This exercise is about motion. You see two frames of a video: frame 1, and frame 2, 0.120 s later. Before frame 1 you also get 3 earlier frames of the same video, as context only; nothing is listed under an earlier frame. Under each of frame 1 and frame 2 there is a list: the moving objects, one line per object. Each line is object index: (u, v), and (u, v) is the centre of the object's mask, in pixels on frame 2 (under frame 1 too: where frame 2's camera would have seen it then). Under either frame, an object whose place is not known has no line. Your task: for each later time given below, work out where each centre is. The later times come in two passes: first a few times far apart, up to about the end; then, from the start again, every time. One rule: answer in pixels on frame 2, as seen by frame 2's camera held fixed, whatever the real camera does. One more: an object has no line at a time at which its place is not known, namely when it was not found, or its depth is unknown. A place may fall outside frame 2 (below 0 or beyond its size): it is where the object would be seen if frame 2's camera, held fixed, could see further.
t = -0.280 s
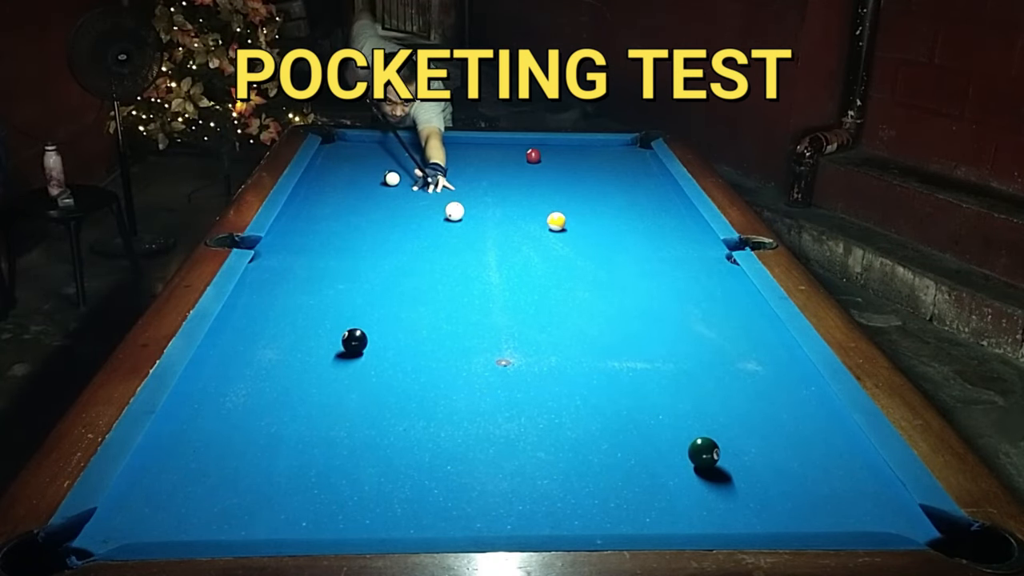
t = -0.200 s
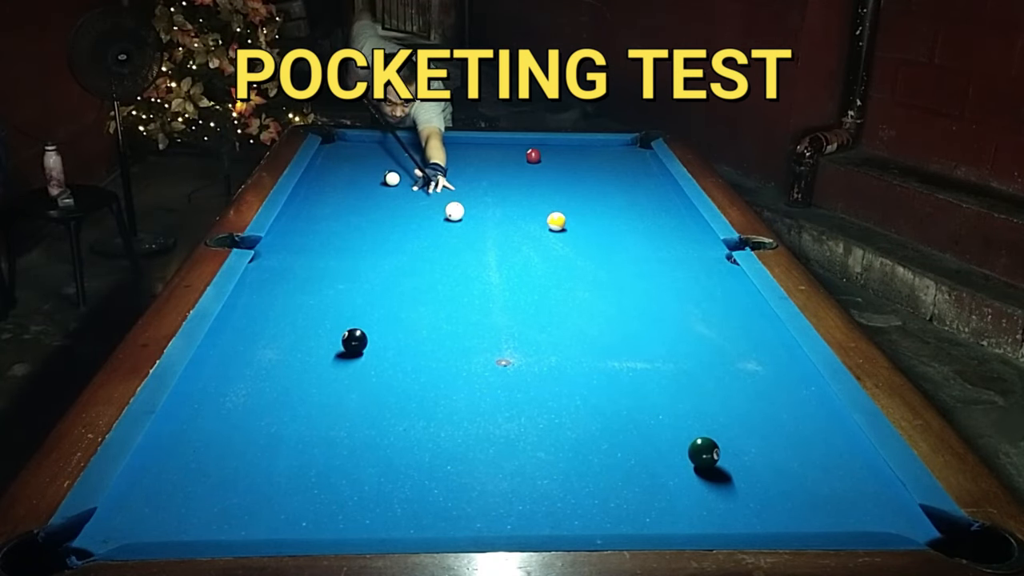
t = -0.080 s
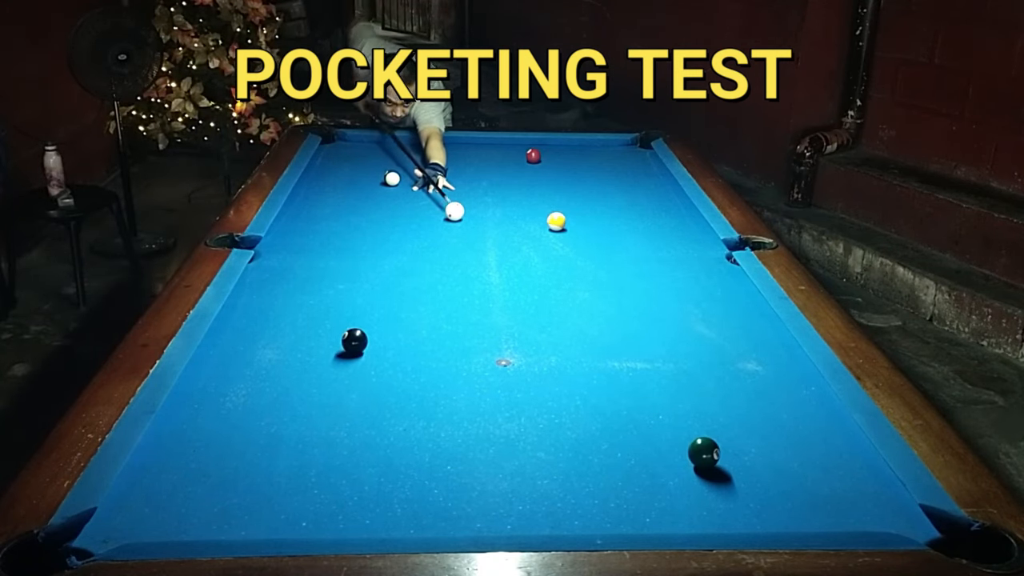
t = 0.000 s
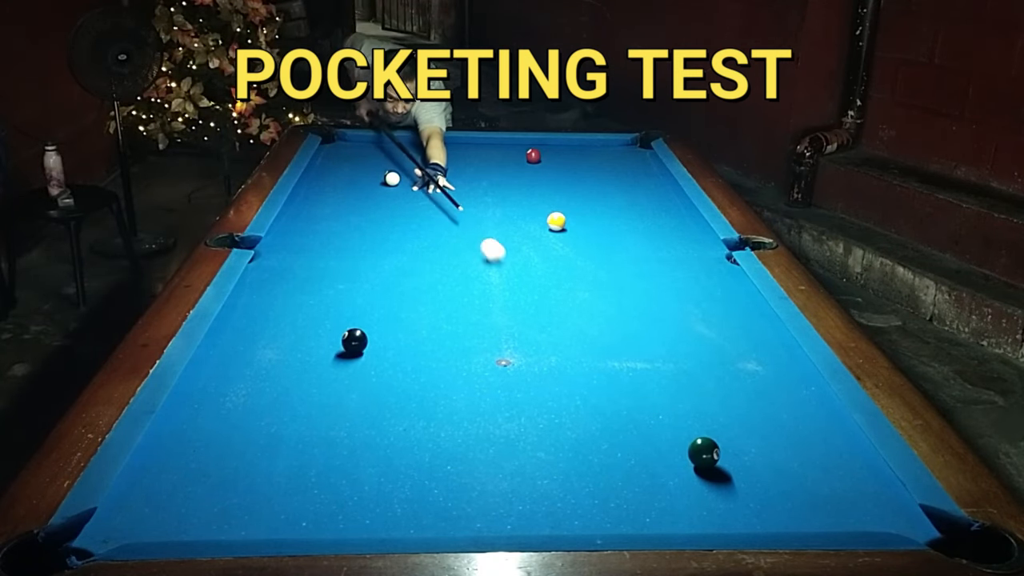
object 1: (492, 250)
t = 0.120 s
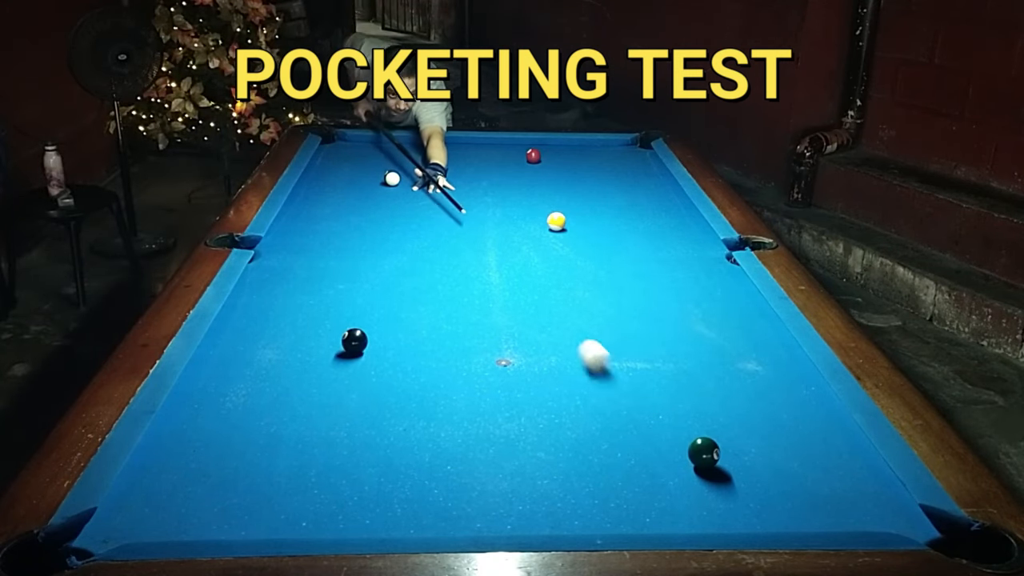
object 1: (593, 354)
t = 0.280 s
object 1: (627, 515)
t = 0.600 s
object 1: (542, 386)
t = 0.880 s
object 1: (499, 316)
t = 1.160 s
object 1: (471, 268)
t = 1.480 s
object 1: (448, 231)
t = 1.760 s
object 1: (435, 206)
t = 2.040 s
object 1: (426, 189)
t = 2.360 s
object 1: (421, 174)
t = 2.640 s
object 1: (419, 165)
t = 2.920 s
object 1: (421, 159)
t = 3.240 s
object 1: (423, 155)
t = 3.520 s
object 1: (424, 154)
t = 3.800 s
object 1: (424, 154)
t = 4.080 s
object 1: (424, 154)
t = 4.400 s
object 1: (425, 154)
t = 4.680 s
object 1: (425, 154)
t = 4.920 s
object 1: (425, 154)
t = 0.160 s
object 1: (656, 421)
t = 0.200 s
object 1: (661, 455)
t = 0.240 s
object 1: (642, 482)
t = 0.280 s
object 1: (627, 515)
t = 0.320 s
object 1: (606, 497)
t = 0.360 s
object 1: (596, 479)
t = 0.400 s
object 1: (587, 463)
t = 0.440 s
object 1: (574, 441)
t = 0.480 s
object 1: (566, 428)
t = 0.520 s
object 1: (559, 415)
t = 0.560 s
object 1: (552, 403)
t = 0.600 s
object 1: (542, 386)
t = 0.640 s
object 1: (535, 375)
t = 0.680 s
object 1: (529, 365)
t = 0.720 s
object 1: (521, 351)
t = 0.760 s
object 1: (516, 343)
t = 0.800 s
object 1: (511, 334)
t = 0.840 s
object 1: (506, 327)
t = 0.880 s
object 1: (499, 316)
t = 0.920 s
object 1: (495, 309)
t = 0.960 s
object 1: (491, 302)
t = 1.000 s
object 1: (487, 296)
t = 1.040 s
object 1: (482, 287)
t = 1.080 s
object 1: (478, 281)
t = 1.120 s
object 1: (475, 276)
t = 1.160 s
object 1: (471, 268)
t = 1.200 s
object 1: (468, 263)
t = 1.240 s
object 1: (465, 259)
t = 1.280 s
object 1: (462, 254)
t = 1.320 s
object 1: (458, 248)
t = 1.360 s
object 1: (456, 244)
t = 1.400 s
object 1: (453, 240)
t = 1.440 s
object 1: (450, 234)
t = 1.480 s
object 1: (448, 231)
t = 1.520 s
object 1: (446, 227)
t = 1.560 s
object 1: (444, 224)
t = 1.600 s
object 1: (442, 219)
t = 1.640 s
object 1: (440, 216)
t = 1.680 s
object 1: (439, 213)
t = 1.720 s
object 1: (436, 209)
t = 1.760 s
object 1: (435, 206)
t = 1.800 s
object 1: (433, 204)
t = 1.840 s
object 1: (432, 201)
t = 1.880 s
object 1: (431, 198)
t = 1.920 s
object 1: (429, 196)
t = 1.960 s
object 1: (429, 194)
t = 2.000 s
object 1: (428, 191)
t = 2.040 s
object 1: (426, 189)
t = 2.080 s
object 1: (425, 187)
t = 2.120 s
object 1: (425, 185)
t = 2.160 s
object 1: (424, 182)
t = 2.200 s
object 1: (423, 181)
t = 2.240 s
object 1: (422, 179)
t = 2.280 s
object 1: (422, 177)
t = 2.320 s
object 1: (421, 175)
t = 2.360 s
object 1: (421, 174)
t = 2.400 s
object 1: (420, 173)
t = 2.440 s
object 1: (420, 171)
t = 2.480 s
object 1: (420, 170)
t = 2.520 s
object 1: (419, 168)
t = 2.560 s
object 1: (419, 167)
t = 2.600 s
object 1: (419, 166)
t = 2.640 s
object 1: (419, 165)
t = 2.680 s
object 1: (419, 164)
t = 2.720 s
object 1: (419, 163)
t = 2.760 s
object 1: (419, 162)
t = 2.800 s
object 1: (420, 161)
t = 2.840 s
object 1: (420, 160)
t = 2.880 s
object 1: (420, 159)
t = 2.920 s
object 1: (421, 159)
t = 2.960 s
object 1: (421, 158)
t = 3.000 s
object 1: (421, 158)
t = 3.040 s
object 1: (421, 157)
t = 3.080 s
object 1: (421, 156)
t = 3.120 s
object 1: (422, 156)
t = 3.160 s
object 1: (422, 155)
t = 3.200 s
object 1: (422, 155)
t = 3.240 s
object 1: (423, 155)
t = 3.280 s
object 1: (423, 155)
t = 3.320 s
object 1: (423, 154)
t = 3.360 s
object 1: (423, 154)
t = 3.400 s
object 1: (424, 154)
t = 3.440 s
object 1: (424, 154)
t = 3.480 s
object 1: (424, 154)
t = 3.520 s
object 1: (424, 154)
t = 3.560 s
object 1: (425, 154)
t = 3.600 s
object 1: (424, 154)
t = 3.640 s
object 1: (424, 154)
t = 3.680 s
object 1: (424, 154)
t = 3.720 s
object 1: (424, 154)
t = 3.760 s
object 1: (424, 154)
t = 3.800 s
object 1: (424, 154)
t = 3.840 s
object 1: (424, 154)
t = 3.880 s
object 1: (424, 154)
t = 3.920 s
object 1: (424, 154)
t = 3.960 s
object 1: (424, 154)
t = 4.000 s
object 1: (424, 154)
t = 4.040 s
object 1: (425, 154)
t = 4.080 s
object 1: (424, 154)
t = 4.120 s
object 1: (424, 154)
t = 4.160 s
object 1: (424, 154)
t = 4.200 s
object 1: (425, 154)
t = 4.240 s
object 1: (425, 154)
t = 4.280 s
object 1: (425, 154)
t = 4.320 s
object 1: (425, 154)
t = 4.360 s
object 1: (425, 154)
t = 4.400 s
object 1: (425, 154)
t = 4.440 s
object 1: (425, 154)
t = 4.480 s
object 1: (425, 154)
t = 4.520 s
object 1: (425, 154)
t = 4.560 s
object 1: (425, 154)
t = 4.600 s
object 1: (425, 154)
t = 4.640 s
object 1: (425, 154)
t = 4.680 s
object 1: (425, 154)
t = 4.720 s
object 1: (425, 154)
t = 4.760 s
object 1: (425, 154)
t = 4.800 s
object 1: (425, 154)
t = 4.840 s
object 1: (425, 154)
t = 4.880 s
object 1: (425, 154)
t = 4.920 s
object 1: (425, 154)
